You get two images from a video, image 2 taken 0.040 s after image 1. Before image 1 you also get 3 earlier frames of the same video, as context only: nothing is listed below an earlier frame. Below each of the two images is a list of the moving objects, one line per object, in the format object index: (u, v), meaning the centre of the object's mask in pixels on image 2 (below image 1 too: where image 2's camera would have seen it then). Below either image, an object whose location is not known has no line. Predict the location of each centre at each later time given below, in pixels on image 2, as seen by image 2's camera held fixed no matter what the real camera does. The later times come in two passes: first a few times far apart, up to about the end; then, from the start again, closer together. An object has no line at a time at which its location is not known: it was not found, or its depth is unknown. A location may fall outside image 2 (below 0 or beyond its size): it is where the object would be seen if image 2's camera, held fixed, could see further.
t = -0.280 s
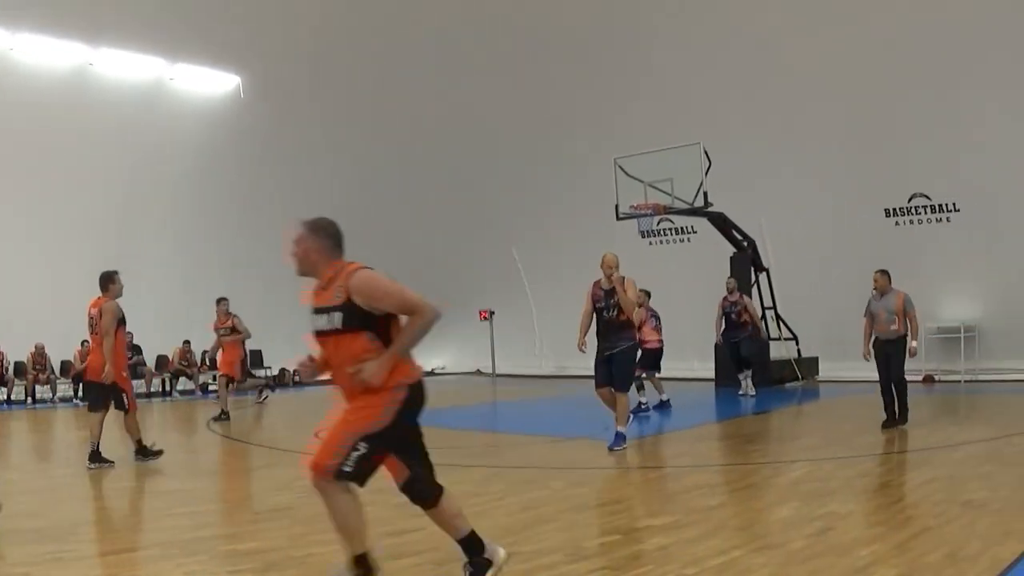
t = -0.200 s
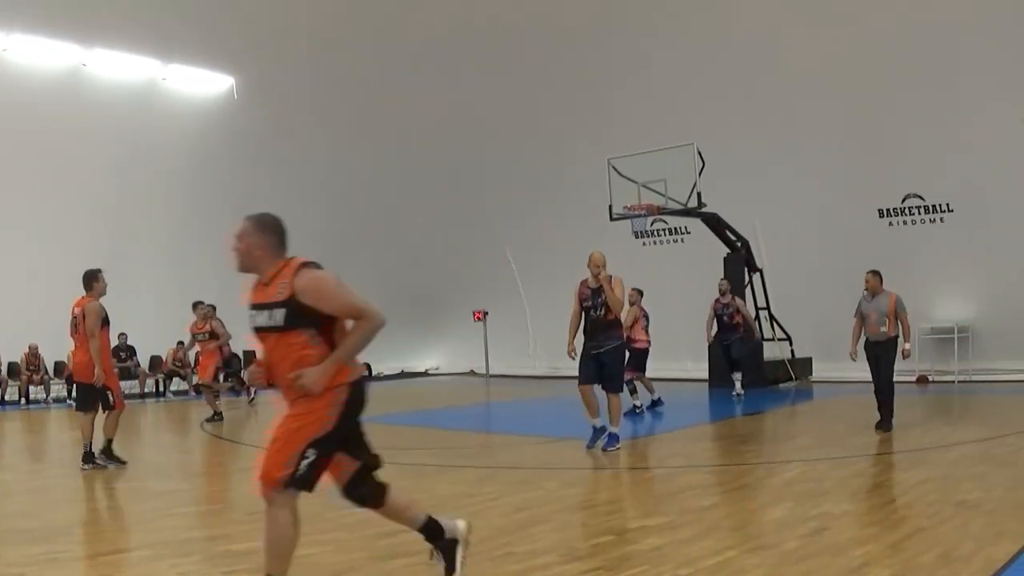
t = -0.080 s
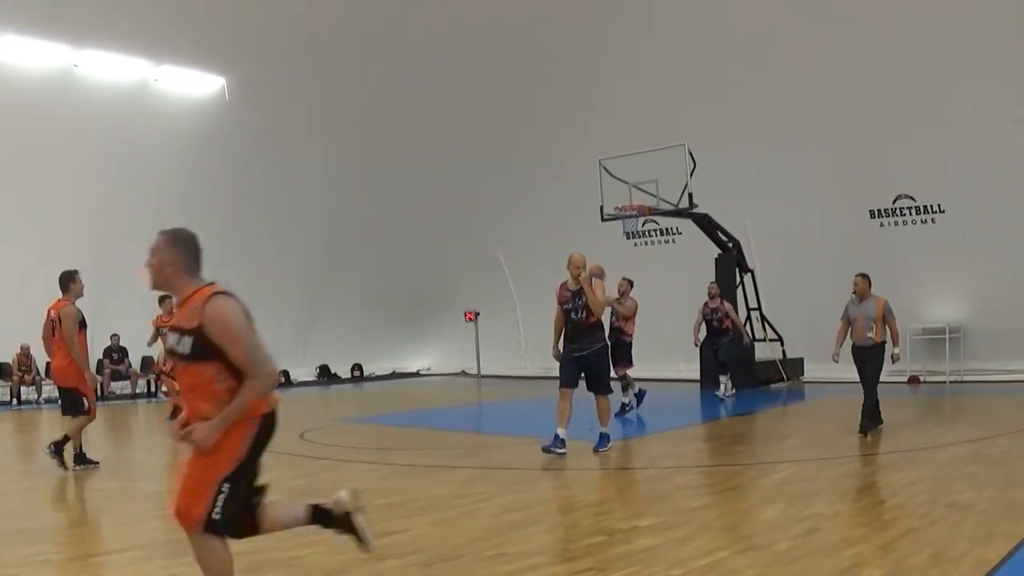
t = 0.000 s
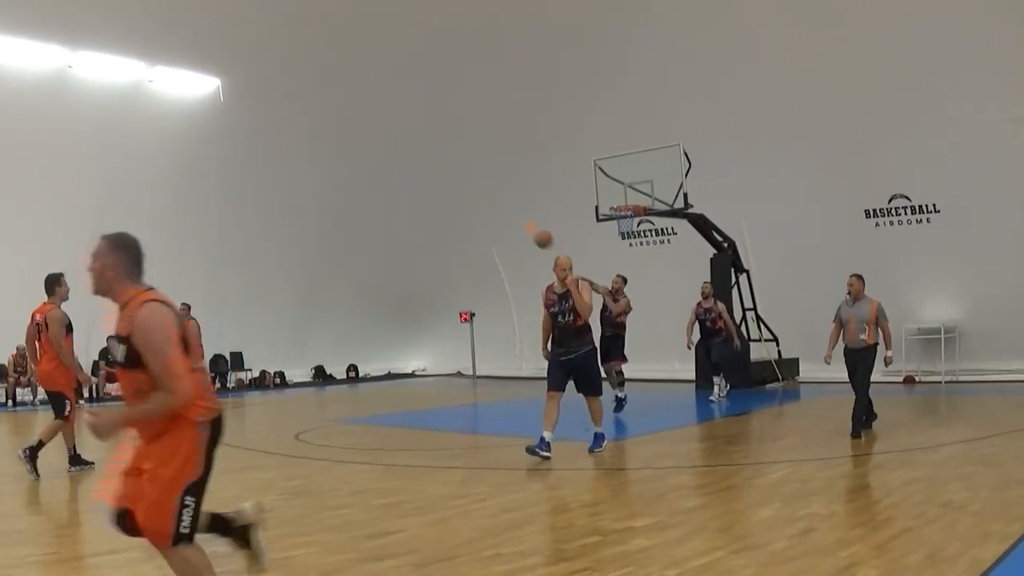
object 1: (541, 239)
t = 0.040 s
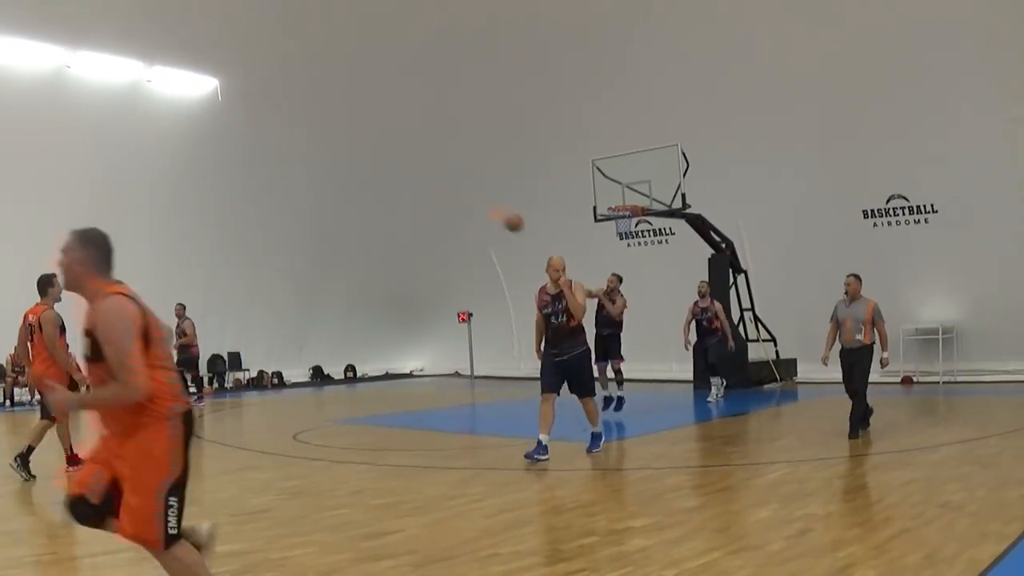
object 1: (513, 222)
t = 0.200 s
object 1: (381, 154)
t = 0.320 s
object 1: (258, 103)
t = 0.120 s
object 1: (450, 188)
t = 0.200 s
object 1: (381, 154)
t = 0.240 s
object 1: (342, 137)
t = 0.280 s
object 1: (306, 125)
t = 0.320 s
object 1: (258, 103)
